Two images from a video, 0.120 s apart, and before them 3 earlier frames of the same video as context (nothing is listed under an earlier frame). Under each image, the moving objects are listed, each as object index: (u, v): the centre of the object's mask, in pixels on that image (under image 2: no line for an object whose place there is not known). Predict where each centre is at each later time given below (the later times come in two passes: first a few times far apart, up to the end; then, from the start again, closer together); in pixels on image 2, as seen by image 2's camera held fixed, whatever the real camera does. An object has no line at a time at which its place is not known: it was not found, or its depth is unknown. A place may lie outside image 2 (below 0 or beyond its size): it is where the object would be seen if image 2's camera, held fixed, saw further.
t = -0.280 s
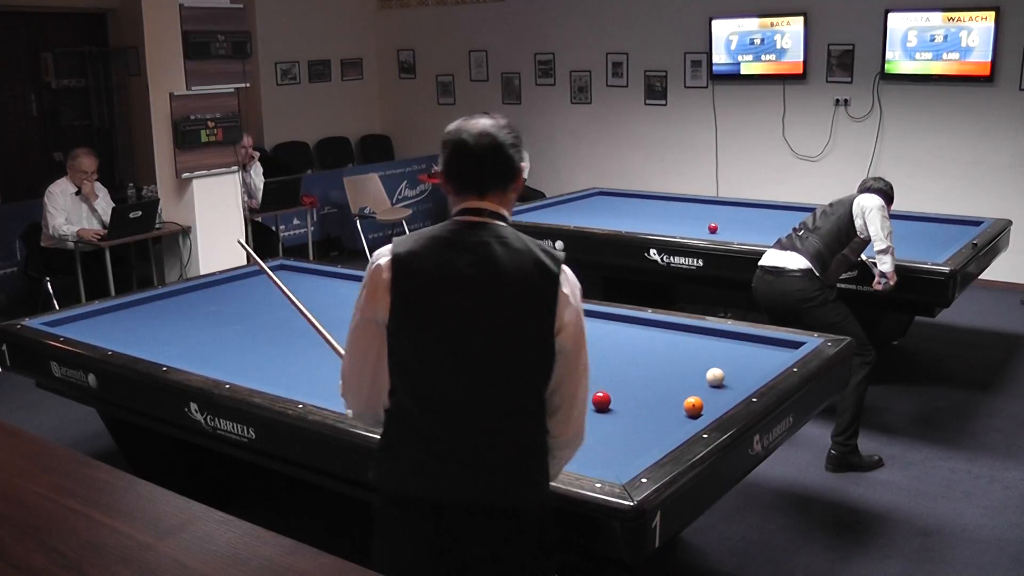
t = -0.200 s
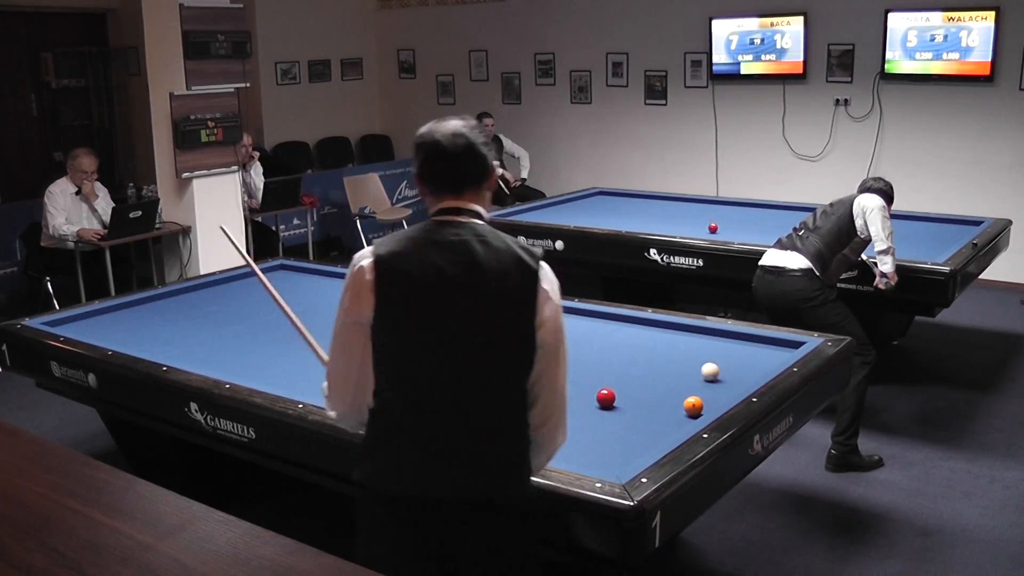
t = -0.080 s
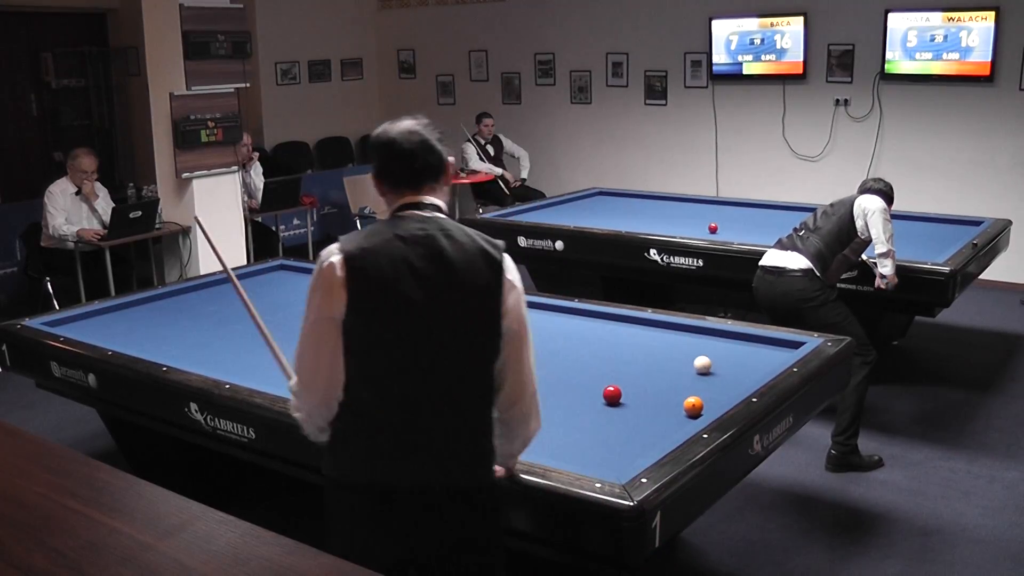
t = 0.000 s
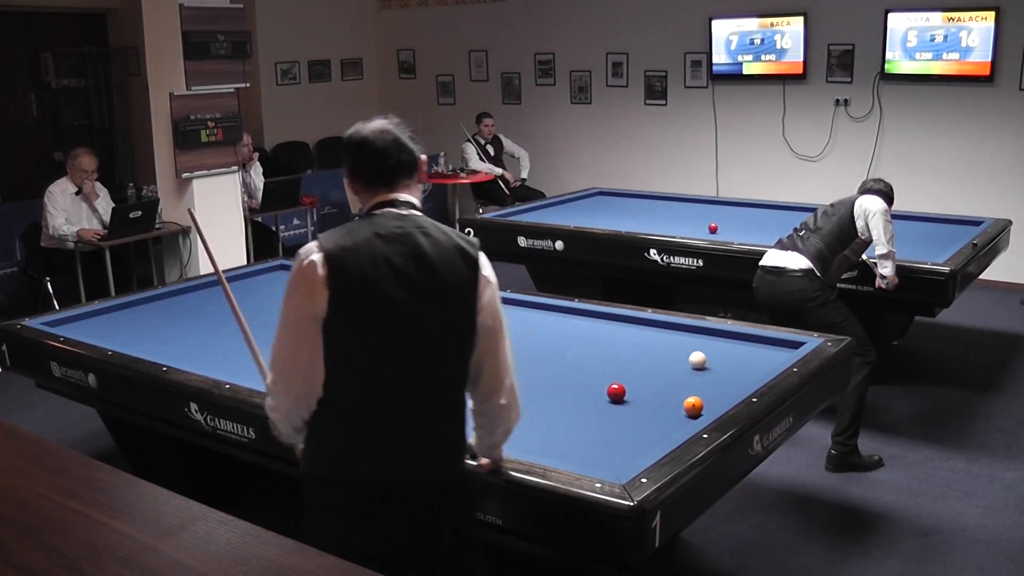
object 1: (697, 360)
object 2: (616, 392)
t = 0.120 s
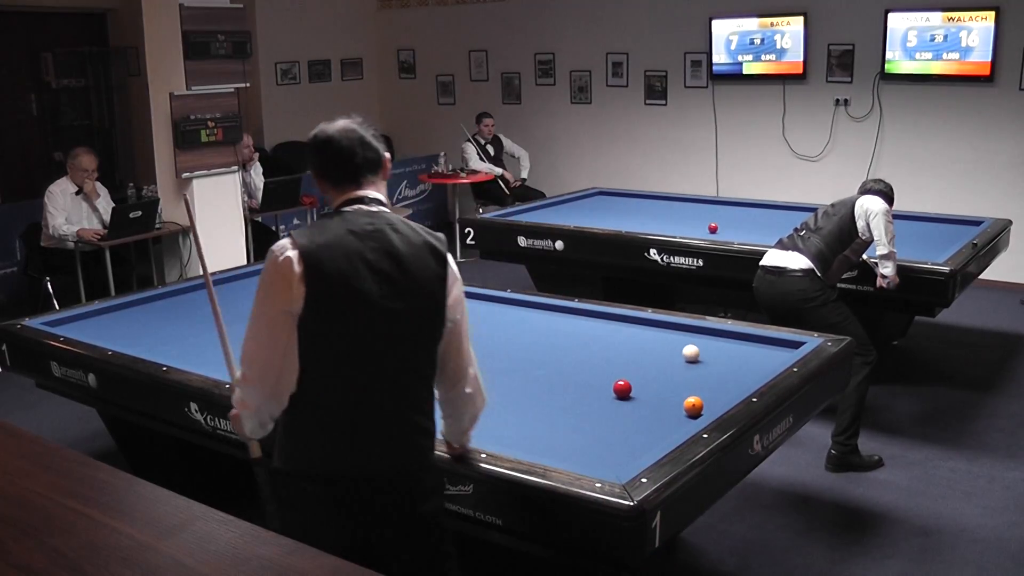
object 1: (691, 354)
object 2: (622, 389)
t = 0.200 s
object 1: (686, 350)
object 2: (626, 386)
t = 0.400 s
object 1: (676, 339)
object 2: (636, 381)
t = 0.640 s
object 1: (664, 328)
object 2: (646, 375)
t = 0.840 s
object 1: (648, 324)
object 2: (654, 370)
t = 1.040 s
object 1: (623, 324)
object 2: (662, 366)
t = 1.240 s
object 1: (598, 325)
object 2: (669, 362)
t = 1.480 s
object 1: (570, 325)
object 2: (677, 358)
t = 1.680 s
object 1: (547, 325)
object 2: (683, 354)
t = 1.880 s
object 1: (524, 326)
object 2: (689, 350)
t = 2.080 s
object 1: (502, 326)
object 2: (695, 347)
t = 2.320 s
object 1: (475, 327)
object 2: (701, 343)
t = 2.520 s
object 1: (454, 327)
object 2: (706, 341)
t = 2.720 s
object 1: (433, 328)
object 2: (710, 338)
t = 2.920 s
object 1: (413, 328)
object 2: (714, 335)
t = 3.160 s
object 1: (389, 328)
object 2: (717, 333)
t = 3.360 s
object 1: (370, 329)
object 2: (715, 334)
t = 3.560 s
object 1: (352, 329)
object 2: (712, 335)
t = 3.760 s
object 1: (334, 329)
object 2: (710, 336)
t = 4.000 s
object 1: (313, 329)
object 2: (707, 337)
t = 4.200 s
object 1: (296, 330)
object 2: (705, 338)
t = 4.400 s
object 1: (280, 330)
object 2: (703, 339)
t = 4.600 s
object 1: (264, 330)
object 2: (702, 340)
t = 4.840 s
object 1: (246, 331)
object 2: (700, 341)
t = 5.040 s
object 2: (699, 341)
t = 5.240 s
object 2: (698, 342)
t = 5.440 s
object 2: (698, 342)
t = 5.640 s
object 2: (697, 342)
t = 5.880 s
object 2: (696, 343)
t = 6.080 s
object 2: (696, 342)
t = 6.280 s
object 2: (696, 342)
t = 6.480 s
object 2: (696, 342)
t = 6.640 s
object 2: (698, 343)
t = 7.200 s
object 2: (695, 342)
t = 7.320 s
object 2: (696, 342)
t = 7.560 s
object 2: (696, 342)
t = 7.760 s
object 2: (696, 342)
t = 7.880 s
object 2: (696, 342)
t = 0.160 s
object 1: (688, 351)
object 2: (624, 387)
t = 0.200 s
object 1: (686, 350)
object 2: (626, 386)
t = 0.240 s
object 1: (684, 347)
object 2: (628, 385)
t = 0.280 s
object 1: (682, 345)
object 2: (630, 384)
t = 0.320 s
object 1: (680, 343)
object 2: (632, 383)
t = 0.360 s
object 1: (678, 341)
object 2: (633, 382)
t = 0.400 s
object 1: (676, 339)
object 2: (636, 381)
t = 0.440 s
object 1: (674, 337)
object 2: (637, 380)
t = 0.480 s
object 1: (672, 336)
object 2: (639, 379)
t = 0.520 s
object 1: (670, 334)
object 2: (641, 378)
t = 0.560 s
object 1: (668, 332)
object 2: (642, 377)
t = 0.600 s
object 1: (666, 330)
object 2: (644, 376)
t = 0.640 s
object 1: (664, 328)
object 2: (646, 375)
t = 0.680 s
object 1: (662, 327)
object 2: (648, 375)
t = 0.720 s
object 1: (661, 325)
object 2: (649, 373)
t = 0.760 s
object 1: (658, 324)
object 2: (651, 372)
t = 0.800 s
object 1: (652, 324)
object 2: (653, 371)
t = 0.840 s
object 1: (648, 324)
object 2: (654, 370)
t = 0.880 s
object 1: (643, 324)
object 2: (656, 369)
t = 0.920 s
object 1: (638, 324)
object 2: (657, 369)
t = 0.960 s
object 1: (632, 324)
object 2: (659, 368)
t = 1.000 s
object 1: (628, 324)
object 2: (660, 367)
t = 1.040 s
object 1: (623, 324)
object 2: (662, 366)
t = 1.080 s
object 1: (618, 324)
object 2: (663, 366)
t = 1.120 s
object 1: (613, 325)
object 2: (665, 365)
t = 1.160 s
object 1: (608, 325)
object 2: (666, 364)
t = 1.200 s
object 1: (603, 325)
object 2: (668, 363)
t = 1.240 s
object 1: (598, 325)
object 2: (669, 362)
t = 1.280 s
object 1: (594, 325)
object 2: (670, 361)
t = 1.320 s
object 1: (589, 325)
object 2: (672, 361)
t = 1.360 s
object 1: (584, 325)
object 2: (673, 360)
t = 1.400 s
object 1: (579, 325)
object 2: (674, 359)
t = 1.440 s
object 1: (575, 325)
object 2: (676, 358)
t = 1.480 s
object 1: (570, 325)
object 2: (677, 358)
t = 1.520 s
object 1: (565, 325)
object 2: (678, 357)
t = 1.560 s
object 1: (561, 325)
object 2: (679, 356)
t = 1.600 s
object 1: (556, 325)
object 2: (681, 355)
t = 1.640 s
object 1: (551, 325)
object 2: (682, 354)
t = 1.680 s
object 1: (547, 325)
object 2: (683, 354)
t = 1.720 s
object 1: (542, 326)
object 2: (685, 353)
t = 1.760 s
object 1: (537, 326)
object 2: (686, 352)
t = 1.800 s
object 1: (533, 326)
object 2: (687, 352)
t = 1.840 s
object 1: (528, 326)
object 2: (688, 351)
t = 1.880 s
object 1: (524, 326)
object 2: (689, 350)
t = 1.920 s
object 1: (519, 326)
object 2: (690, 350)
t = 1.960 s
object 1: (515, 326)
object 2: (691, 349)
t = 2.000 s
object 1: (510, 326)
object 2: (692, 348)
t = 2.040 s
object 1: (506, 326)
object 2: (693, 348)
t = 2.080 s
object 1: (502, 326)
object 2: (695, 347)
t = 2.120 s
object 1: (497, 327)
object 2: (696, 347)
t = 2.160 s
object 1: (493, 327)
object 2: (697, 346)
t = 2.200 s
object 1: (488, 327)
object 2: (698, 345)
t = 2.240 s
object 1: (484, 327)
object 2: (699, 344)
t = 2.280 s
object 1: (480, 327)
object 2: (700, 344)
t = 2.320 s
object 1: (475, 327)
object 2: (701, 343)
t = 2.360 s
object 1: (471, 327)
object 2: (702, 343)
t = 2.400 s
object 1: (466, 327)
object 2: (703, 342)
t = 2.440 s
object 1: (462, 327)
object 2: (704, 342)
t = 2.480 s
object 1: (458, 327)
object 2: (704, 341)
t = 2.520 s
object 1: (454, 327)
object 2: (706, 341)
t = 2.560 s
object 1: (450, 327)
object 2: (706, 340)
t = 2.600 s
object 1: (446, 327)
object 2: (707, 339)
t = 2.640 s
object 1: (441, 327)
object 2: (708, 339)
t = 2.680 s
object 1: (438, 328)
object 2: (709, 338)
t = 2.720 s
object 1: (433, 328)
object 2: (710, 338)
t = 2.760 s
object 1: (429, 328)
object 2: (710, 337)
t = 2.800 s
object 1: (425, 328)
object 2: (711, 337)
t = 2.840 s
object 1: (421, 328)
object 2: (712, 336)
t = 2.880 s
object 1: (417, 328)
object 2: (713, 336)
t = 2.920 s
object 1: (413, 328)
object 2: (714, 335)
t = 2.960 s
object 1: (409, 328)
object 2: (715, 335)
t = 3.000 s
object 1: (405, 328)
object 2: (715, 334)
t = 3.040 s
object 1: (401, 328)
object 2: (716, 334)
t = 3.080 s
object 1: (397, 328)
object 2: (717, 333)
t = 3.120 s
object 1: (393, 328)
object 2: (717, 333)
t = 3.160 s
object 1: (389, 328)
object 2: (717, 333)
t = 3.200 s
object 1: (386, 328)
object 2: (717, 333)
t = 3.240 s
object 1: (382, 329)
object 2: (716, 333)
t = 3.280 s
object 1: (378, 329)
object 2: (716, 333)
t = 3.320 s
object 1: (374, 329)
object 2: (715, 333)
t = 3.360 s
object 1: (370, 329)
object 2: (715, 334)
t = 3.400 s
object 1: (367, 329)
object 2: (714, 334)
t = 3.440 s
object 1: (363, 329)
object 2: (713, 334)
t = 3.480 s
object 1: (359, 329)
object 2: (713, 334)
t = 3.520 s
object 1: (356, 329)
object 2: (713, 334)
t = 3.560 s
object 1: (352, 329)
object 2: (712, 335)
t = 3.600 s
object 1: (348, 329)
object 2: (712, 335)
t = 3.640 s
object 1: (344, 329)
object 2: (711, 335)
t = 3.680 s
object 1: (341, 329)
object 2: (711, 336)
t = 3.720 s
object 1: (338, 329)
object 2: (710, 336)
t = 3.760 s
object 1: (334, 329)
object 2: (710, 336)
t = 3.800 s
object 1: (330, 329)
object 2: (709, 336)
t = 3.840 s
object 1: (327, 329)
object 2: (709, 336)
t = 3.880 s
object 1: (324, 330)
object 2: (708, 337)
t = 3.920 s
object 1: (320, 329)
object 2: (708, 337)
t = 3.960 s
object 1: (316, 329)
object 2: (708, 337)
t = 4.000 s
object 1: (313, 329)
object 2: (707, 337)
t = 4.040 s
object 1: (310, 330)
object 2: (707, 337)
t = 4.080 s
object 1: (307, 330)
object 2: (707, 337)
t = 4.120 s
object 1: (303, 330)
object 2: (706, 338)
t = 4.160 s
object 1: (300, 330)
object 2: (706, 338)
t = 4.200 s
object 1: (296, 330)
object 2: (705, 338)
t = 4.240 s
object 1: (293, 330)
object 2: (705, 339)
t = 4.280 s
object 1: (290, 330)
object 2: (704, 339)
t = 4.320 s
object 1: (286, 330)
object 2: (704, 339)
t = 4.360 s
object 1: (283, 330)
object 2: (704, 339)
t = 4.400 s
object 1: (280, 330)
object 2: (703, 339)
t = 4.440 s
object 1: (277, 330)
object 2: (703, 339)
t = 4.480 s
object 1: (274, 330)
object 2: (703, 340)
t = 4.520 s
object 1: (271, 330)
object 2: (702, 340)
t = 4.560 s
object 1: (268, 330)
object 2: (702, 340)
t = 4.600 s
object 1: (264, 330)
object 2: (702, 340)
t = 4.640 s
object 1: (261, 330)
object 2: (702, 340)
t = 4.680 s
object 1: (258, 330)
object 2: (701, 340)
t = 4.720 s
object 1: (255, 330)
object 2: (701, 340)
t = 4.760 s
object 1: (252, 330)
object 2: (701, 341)
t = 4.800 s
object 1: (249, 331)
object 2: (701, 341)
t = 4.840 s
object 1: (246, 331)
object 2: (700, 341)
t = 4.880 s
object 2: (700, 341)
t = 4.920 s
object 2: (700, 341)
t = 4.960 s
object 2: (700, 341)
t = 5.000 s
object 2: (699, 341)
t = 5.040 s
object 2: (699, 341)
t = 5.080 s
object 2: (699, 342)
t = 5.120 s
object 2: (699, 342)
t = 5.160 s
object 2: (699, 342)
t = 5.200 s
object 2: (698, 342)
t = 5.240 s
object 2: (698, 342)
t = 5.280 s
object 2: (698, 342)
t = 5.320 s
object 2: (698, 342)
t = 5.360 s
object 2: (698, 342)
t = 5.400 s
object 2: (698, 342)
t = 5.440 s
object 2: (698, 342)
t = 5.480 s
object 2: (697, 342)
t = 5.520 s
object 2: (697, 342)
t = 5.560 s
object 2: (697, 342)
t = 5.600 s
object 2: (697, 342)
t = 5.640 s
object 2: (697, 342)
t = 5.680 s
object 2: (697, 342)
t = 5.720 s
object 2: (697, 343)
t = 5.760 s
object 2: (697, 342)
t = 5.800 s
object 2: (697, 342)
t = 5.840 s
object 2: (696, 343)
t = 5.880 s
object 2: (696, 343)
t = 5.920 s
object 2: (696, 342)
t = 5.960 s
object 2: (696, 342)
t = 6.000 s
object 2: (696, 342)
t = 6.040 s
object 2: (696, 342)
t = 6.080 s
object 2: (696, 342)
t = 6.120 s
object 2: (696, 343)
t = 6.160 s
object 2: (696, 342)
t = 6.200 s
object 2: (696, 342)
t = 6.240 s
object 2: (696, 342)
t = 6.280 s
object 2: (696, 342)
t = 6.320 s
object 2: (696, 342)
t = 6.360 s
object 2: (696, 343)
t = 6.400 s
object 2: (696, 343)
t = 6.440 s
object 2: (696, 342)
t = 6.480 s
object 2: (696, 342)
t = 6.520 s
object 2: (696, 343)
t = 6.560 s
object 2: (696, 342)
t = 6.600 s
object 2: (696, 342)
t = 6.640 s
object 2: (698, 343)
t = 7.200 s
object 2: (695, 342)
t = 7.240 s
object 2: (696, 342)
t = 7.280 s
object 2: (696, 342)
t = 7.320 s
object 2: (696, 342)
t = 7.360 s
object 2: (696, 342)
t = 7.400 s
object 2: (696, 342)
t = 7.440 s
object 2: (696, 343)
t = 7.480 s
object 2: (696, 343)
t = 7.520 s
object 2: (696, 343)
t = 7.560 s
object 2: (696, 342)
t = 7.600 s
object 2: (696, 342)
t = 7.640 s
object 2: (696, 342)
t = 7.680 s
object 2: (696, 342)
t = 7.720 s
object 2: (696, 342)
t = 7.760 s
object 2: (696, 342)
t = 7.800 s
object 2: (696, 342)
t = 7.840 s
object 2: (696, 342)
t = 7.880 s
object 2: (696, 342)
